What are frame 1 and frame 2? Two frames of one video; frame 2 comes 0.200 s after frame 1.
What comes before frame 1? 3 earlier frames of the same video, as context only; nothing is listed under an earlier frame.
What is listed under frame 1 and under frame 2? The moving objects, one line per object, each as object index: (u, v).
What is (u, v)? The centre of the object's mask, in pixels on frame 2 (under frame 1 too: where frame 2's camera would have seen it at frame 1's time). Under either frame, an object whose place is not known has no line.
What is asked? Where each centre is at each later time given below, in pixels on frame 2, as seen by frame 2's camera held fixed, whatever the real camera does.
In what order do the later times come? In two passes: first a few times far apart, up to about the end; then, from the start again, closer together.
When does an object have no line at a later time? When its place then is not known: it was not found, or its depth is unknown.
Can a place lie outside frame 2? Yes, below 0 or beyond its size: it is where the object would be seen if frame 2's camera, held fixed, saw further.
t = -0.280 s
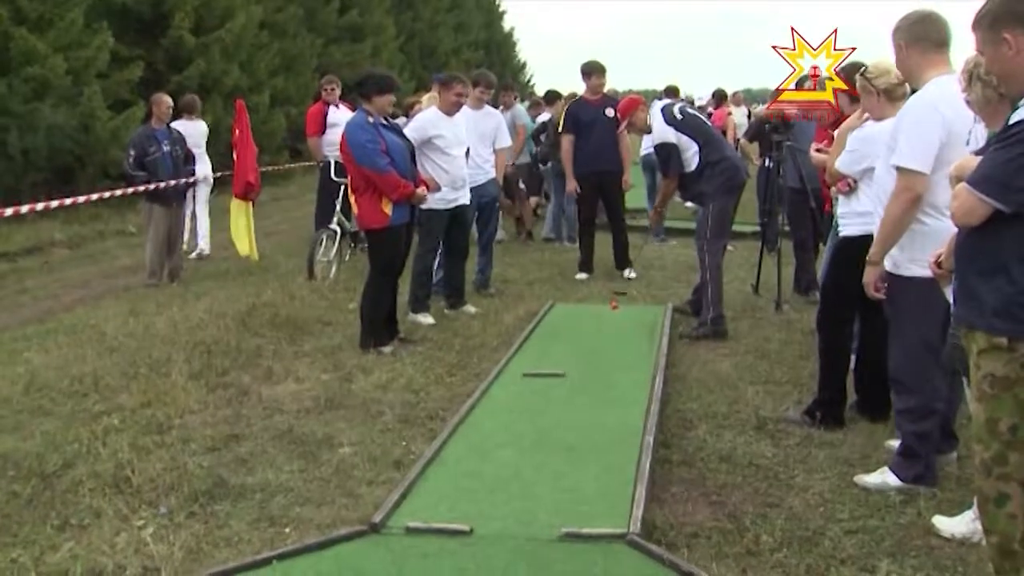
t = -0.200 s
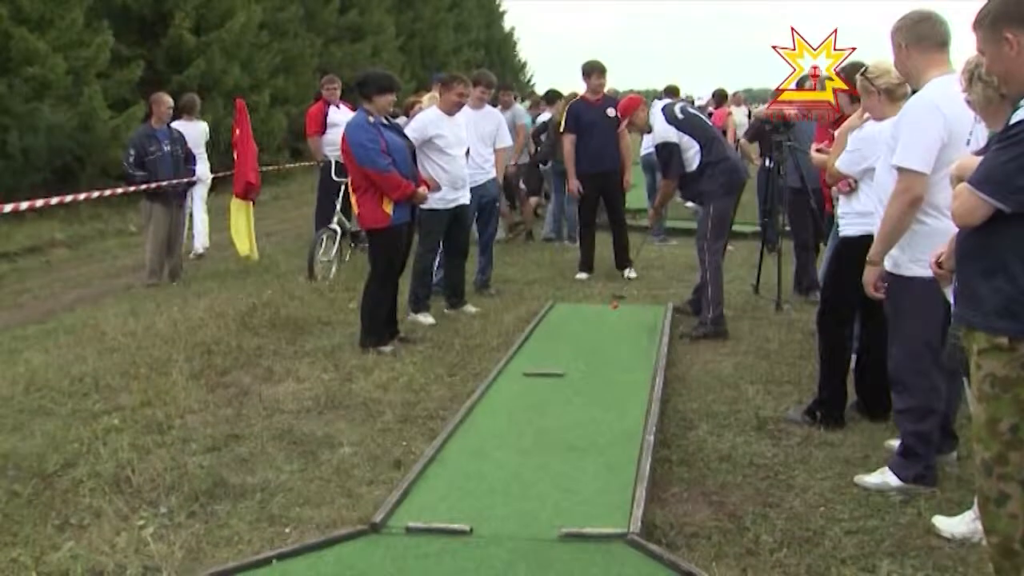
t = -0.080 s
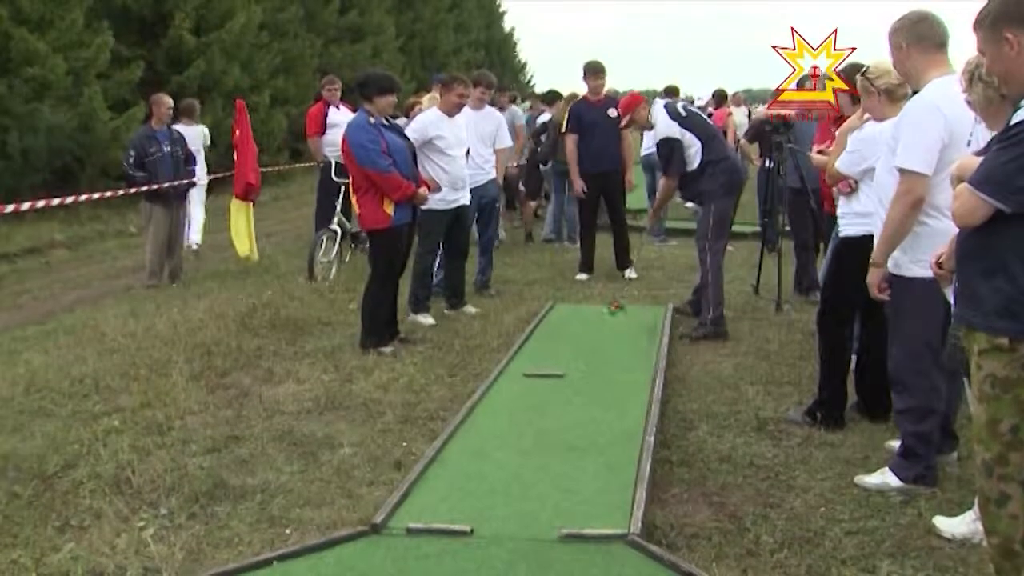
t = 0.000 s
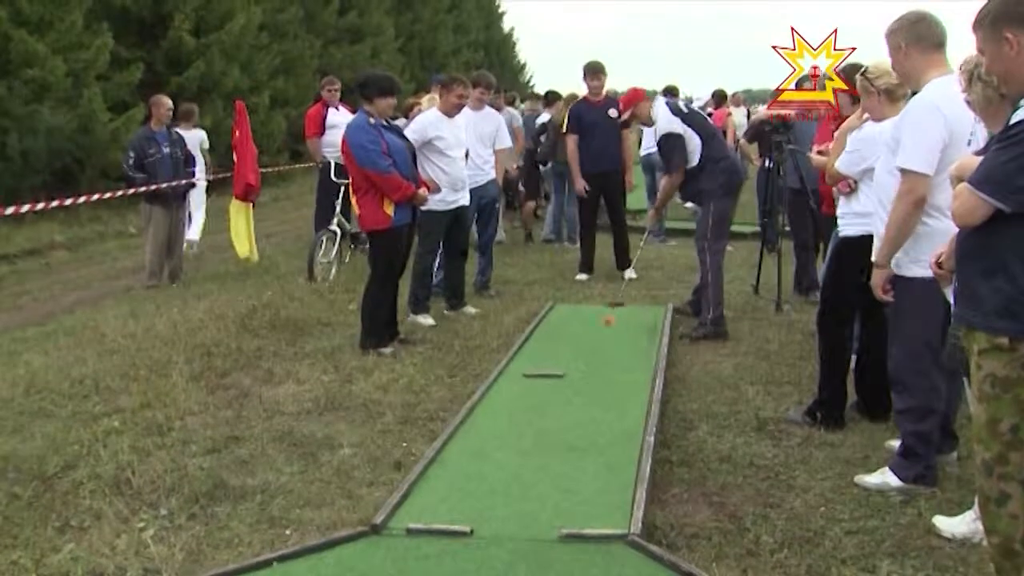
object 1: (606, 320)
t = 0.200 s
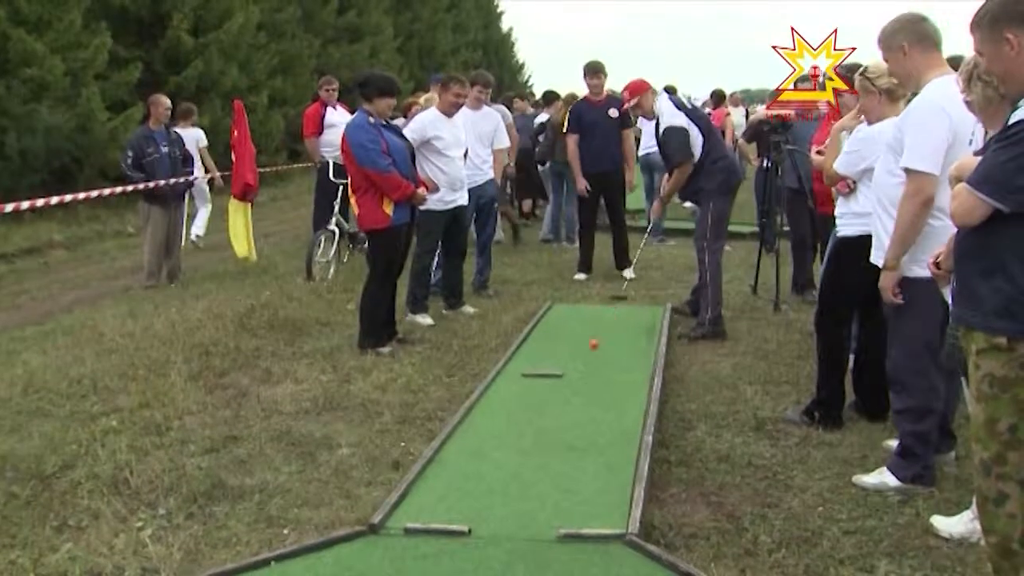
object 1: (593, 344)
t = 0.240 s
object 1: (592, 348)
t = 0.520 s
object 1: (569, 385)
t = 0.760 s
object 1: (547, 423)
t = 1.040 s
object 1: (514, 478)
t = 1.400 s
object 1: (446, 567)
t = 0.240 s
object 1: (592, 348)
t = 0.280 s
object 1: (583, 353)
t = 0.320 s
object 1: (584, 362)
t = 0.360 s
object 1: (582, 364)
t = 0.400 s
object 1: (579, 369)
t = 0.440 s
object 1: (575, 374)
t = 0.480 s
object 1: (572, 379)
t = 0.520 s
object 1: (569, 385)
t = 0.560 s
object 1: (567, 390)
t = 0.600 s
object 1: (562, 398)
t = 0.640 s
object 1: (557, 402)
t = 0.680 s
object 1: (555, 409)
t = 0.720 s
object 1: (553, 417)
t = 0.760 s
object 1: (547, 423)
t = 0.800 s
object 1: (543, 430)
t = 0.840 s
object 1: (539, 437)
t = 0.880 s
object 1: (535, 444)
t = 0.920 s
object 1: (530, 453)
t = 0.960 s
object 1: (525, 461)
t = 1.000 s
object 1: (520, 470)
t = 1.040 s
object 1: (514, 478)
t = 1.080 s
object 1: (508, 488)
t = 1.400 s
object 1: (446, 567)
